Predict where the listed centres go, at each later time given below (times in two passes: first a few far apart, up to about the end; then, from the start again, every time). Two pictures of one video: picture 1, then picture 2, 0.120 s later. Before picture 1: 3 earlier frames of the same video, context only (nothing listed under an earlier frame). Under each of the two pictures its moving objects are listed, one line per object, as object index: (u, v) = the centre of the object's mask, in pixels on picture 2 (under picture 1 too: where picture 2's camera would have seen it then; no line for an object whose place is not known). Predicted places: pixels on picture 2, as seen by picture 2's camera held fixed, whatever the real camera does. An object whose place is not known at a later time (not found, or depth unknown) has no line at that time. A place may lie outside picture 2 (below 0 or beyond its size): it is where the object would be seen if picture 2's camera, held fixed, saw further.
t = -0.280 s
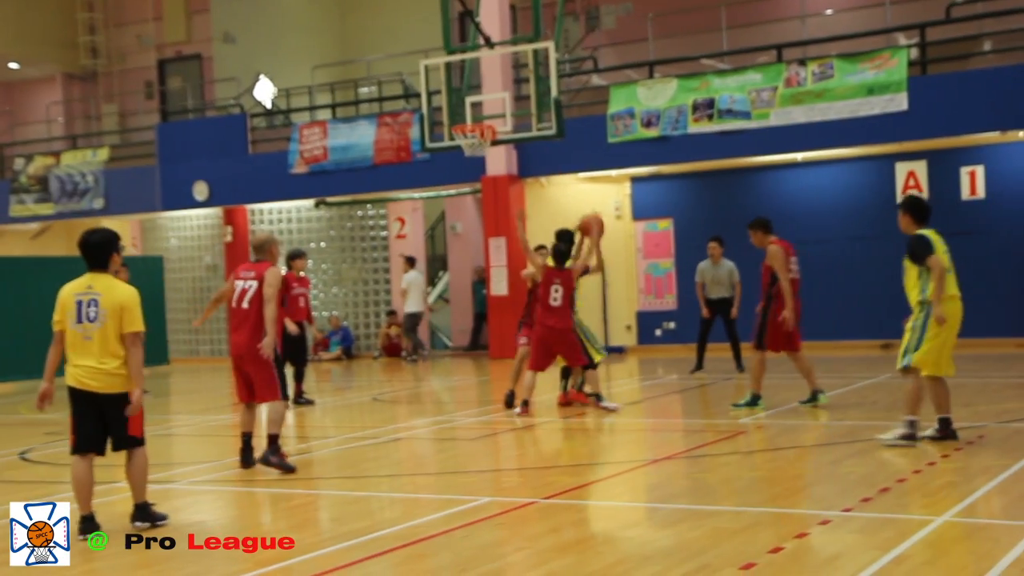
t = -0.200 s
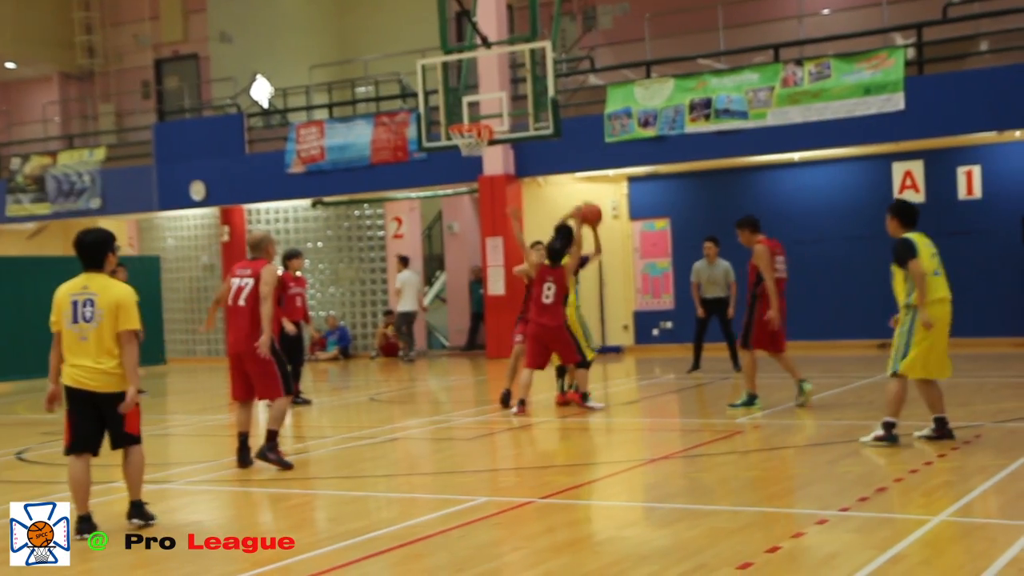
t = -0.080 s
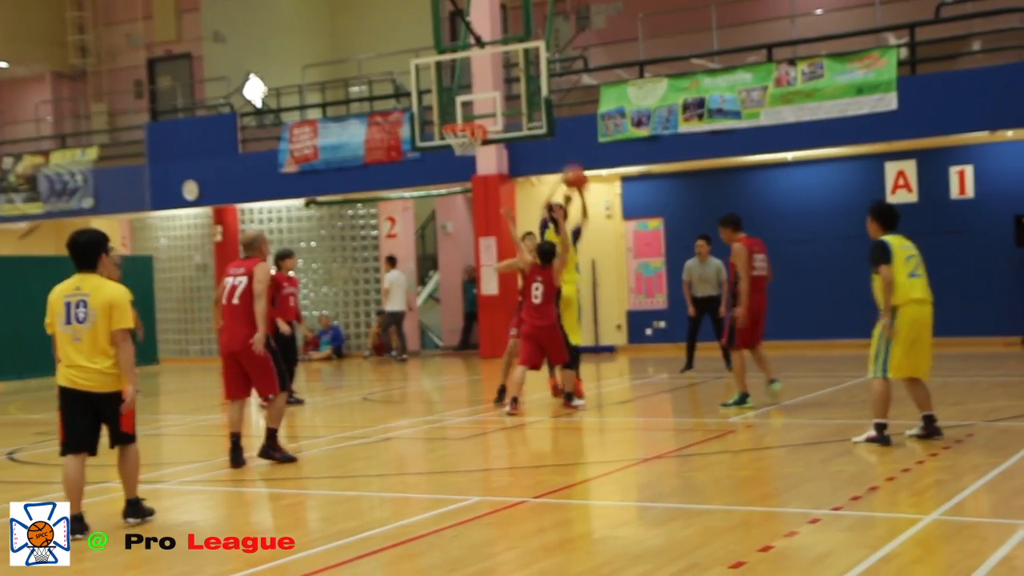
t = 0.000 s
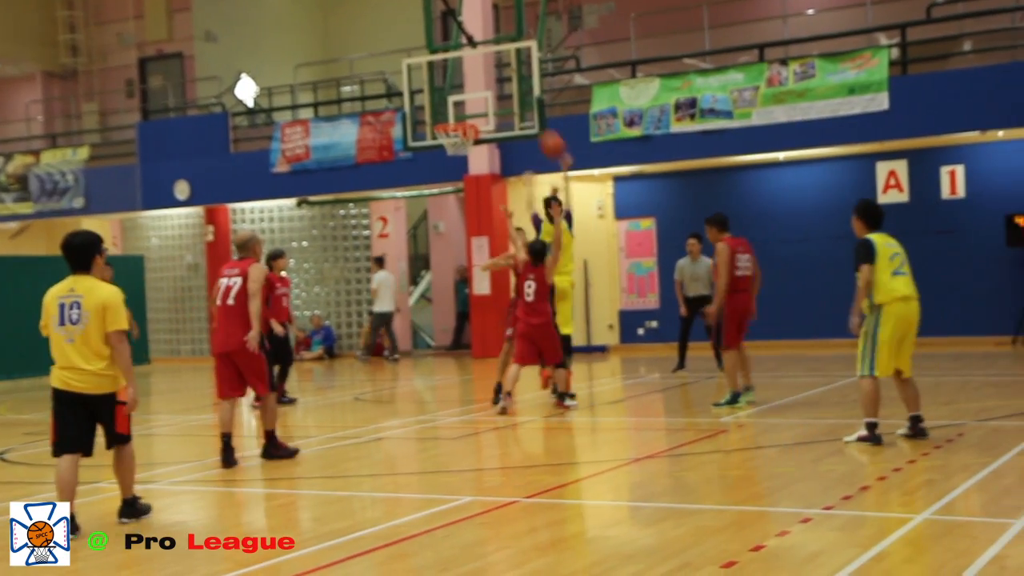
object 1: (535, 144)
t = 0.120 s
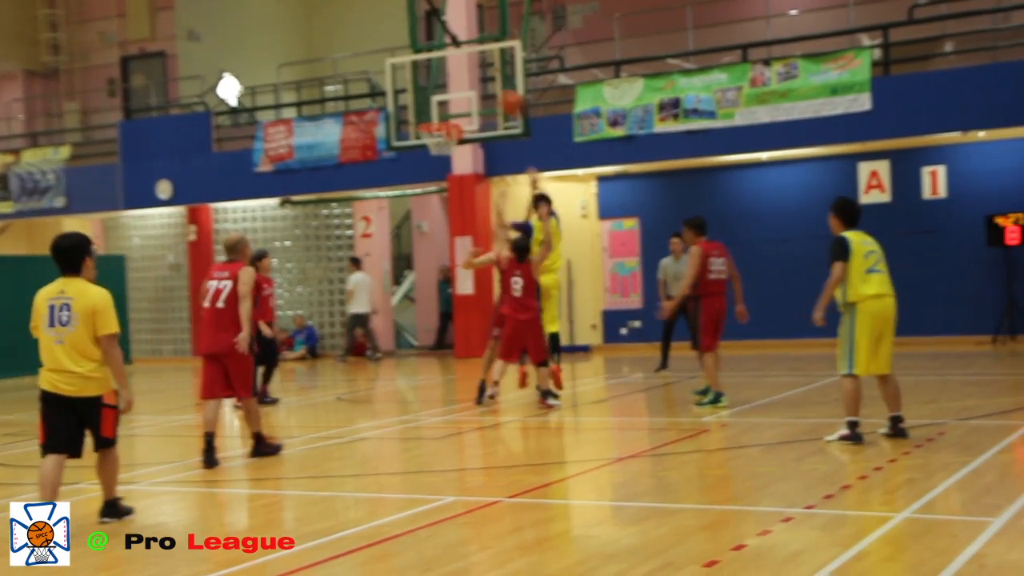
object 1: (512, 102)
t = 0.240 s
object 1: (489, 75)
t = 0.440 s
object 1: (454, 61)
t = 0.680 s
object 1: (419, 90)
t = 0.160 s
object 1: (504, 92)
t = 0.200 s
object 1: (496, 81)
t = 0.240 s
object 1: (489, 75)
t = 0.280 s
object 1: (483, 70)
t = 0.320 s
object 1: (476, 66)
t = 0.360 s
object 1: (468, 63)
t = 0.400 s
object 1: (461, 62)
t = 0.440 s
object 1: (454, 61)
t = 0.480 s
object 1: (448, 63)
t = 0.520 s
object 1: (442, 67)
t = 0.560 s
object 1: (435, 70)
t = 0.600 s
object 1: (430, 75)
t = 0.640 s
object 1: (425, 82)
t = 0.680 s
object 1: (419, 90)
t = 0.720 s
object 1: (413, 100)
